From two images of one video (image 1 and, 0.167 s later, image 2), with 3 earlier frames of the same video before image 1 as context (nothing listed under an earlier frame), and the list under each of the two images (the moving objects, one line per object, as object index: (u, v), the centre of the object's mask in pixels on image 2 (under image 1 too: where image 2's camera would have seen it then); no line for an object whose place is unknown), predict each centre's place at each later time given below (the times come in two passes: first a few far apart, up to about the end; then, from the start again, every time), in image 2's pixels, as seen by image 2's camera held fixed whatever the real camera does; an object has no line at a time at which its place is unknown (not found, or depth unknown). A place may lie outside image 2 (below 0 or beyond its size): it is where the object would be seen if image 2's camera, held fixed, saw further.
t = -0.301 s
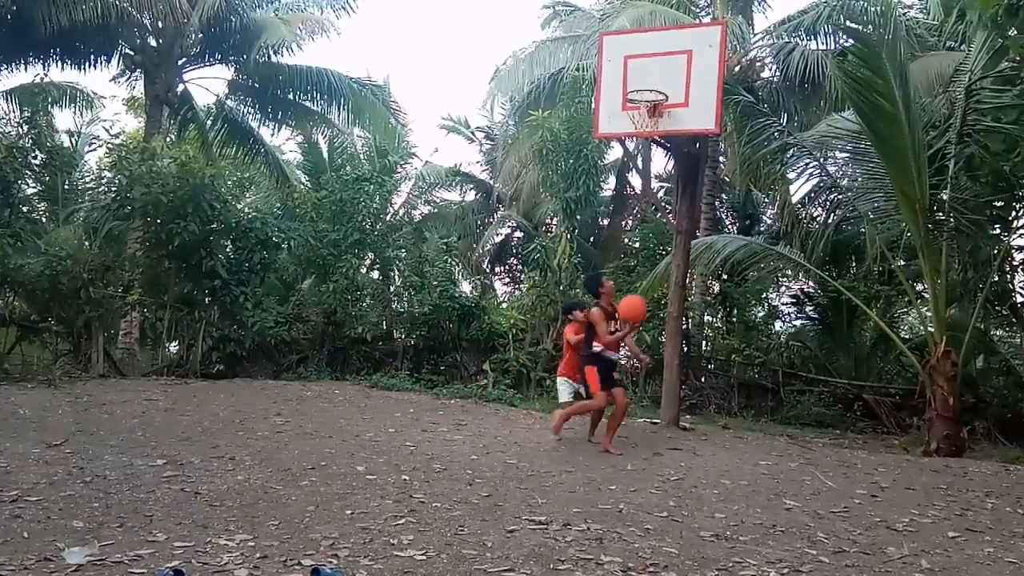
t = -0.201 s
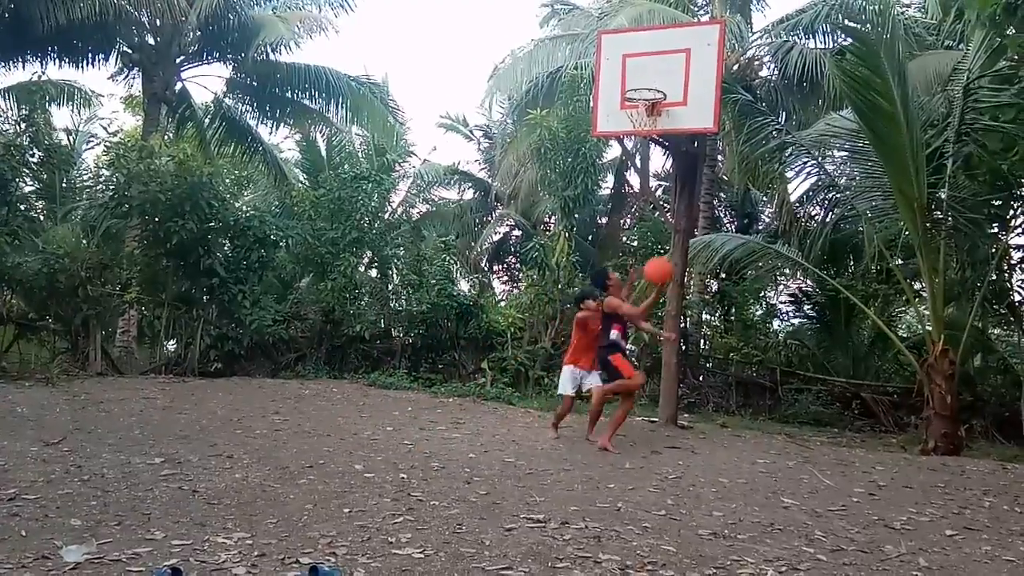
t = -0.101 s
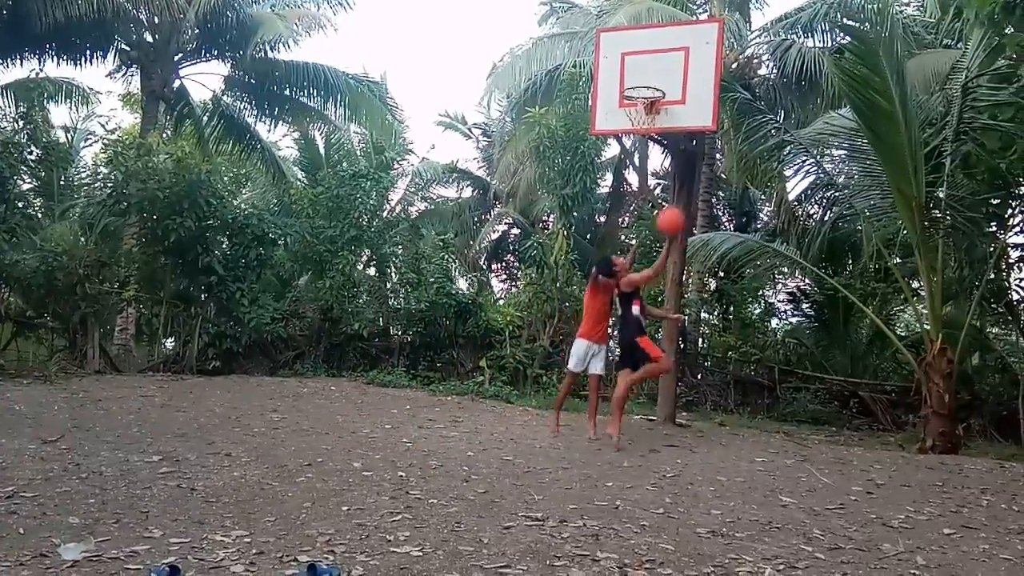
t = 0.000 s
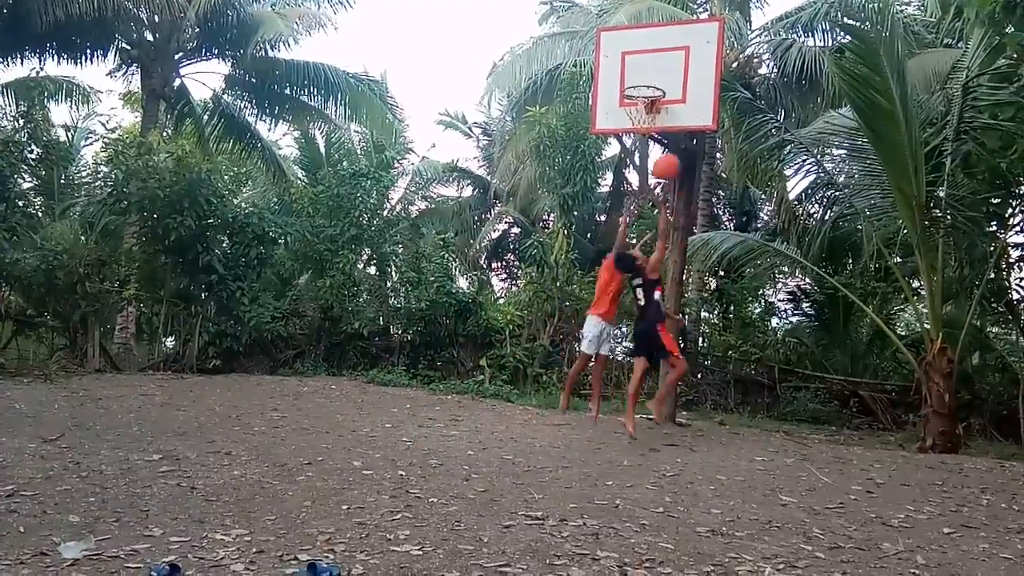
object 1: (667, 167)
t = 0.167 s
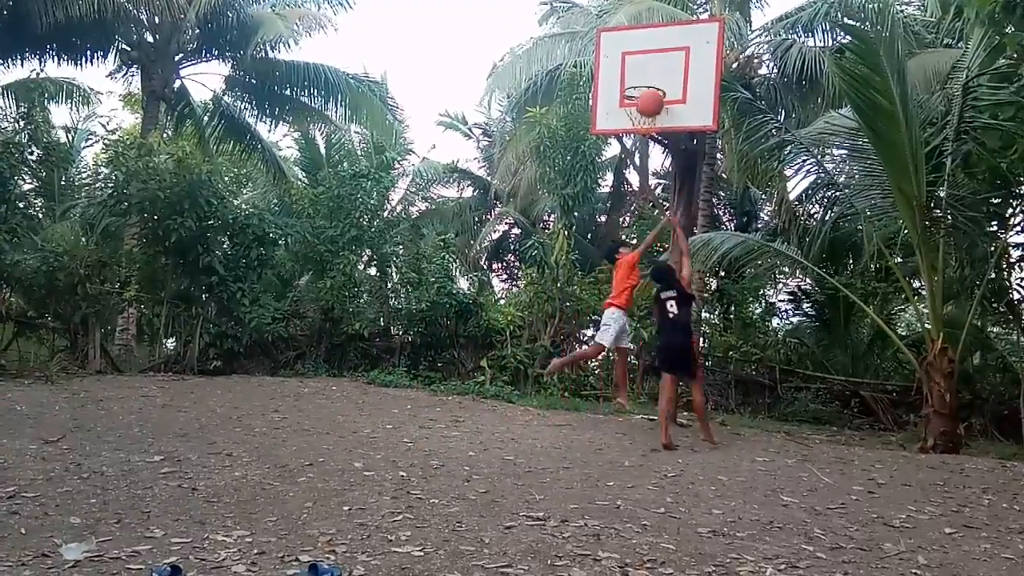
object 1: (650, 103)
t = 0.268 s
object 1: (639, 81)
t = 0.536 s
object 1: (610, 79)
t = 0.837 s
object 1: (575, 162)
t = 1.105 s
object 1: (546, 305)
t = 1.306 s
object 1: (529, 387)
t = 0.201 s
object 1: (646, 95)
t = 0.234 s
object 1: (642, 87)
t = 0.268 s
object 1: (639, 81)
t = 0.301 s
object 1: (635, 77)
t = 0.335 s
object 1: (631, 74)
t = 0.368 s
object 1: (628, 71)
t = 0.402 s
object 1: (624, 70)
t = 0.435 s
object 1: (621, 70)
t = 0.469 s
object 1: (617, 72)
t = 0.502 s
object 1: (614, 75)
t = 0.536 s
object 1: (610, 79)
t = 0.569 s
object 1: (606, 84)
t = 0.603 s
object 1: (602, 90)
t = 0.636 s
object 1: (598, 98)
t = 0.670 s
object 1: (595, 105)
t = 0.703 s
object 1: (591, 115)
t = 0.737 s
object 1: (587, 125)
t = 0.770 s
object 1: (583, 137)
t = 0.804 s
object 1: (580, 149)
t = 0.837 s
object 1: (575, 162)
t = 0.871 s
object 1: (572, 177)
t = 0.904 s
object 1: (568, 193)
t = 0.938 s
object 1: (565, 209)
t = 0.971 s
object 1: (562, 226)
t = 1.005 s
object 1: (558, 245)
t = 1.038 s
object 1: (553, 265)
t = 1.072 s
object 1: (549, 285)
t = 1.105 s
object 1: (546, 305)
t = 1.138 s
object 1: (541, 327)
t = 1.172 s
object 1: (537, 350)
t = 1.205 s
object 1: (533, 374)
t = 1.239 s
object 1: (529, 398)
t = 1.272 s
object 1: (528, 405)
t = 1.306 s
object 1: (529, 387)
